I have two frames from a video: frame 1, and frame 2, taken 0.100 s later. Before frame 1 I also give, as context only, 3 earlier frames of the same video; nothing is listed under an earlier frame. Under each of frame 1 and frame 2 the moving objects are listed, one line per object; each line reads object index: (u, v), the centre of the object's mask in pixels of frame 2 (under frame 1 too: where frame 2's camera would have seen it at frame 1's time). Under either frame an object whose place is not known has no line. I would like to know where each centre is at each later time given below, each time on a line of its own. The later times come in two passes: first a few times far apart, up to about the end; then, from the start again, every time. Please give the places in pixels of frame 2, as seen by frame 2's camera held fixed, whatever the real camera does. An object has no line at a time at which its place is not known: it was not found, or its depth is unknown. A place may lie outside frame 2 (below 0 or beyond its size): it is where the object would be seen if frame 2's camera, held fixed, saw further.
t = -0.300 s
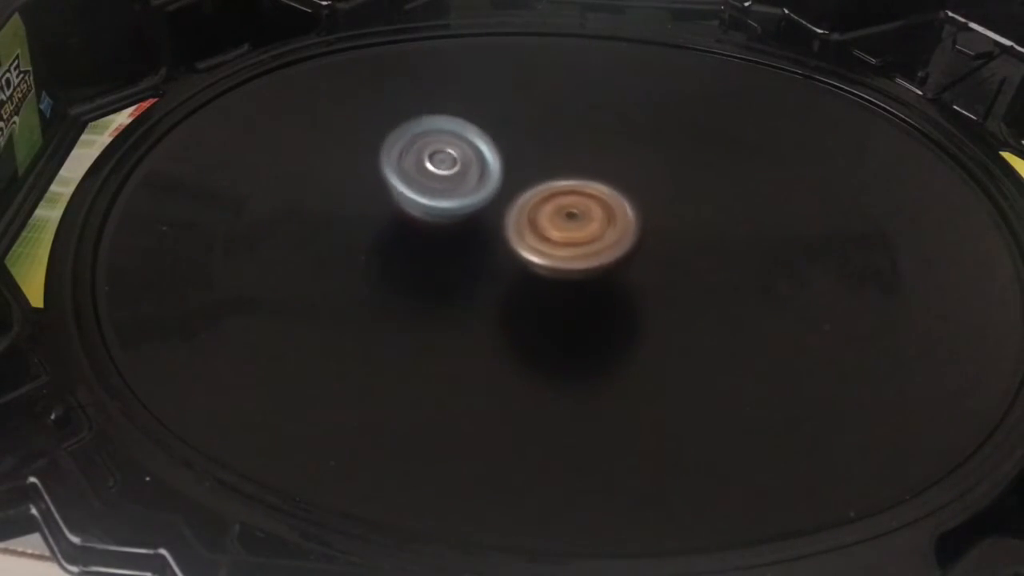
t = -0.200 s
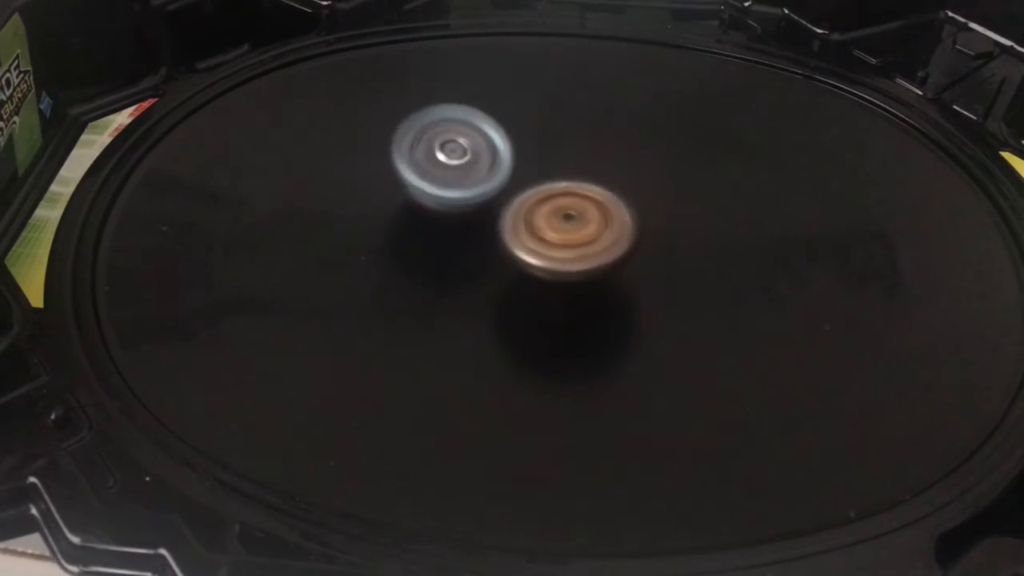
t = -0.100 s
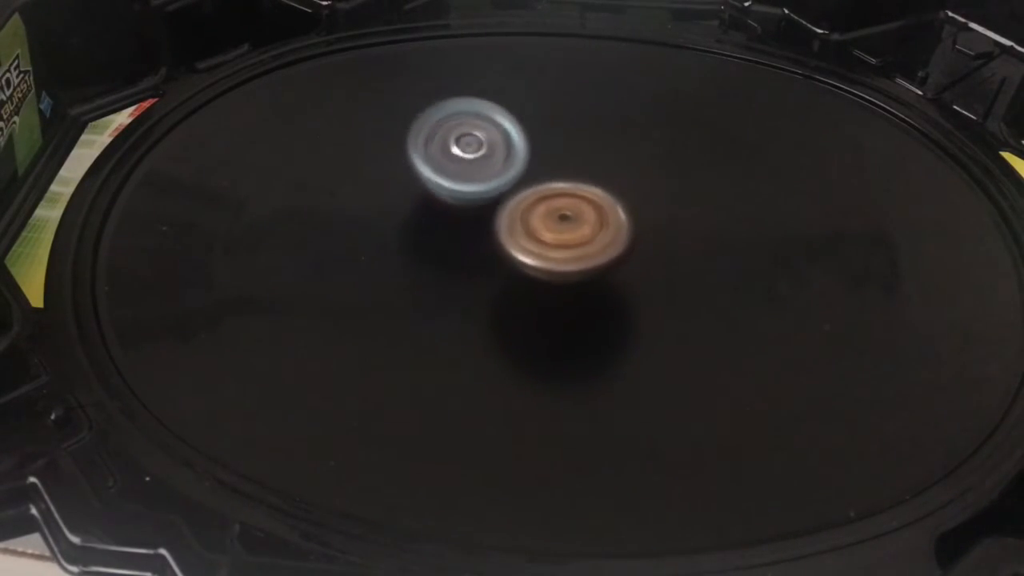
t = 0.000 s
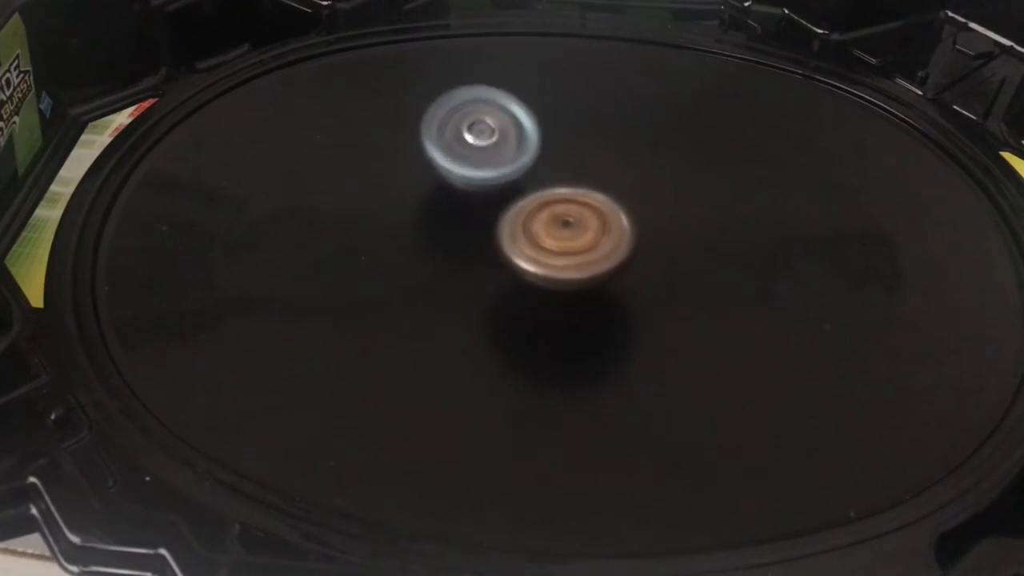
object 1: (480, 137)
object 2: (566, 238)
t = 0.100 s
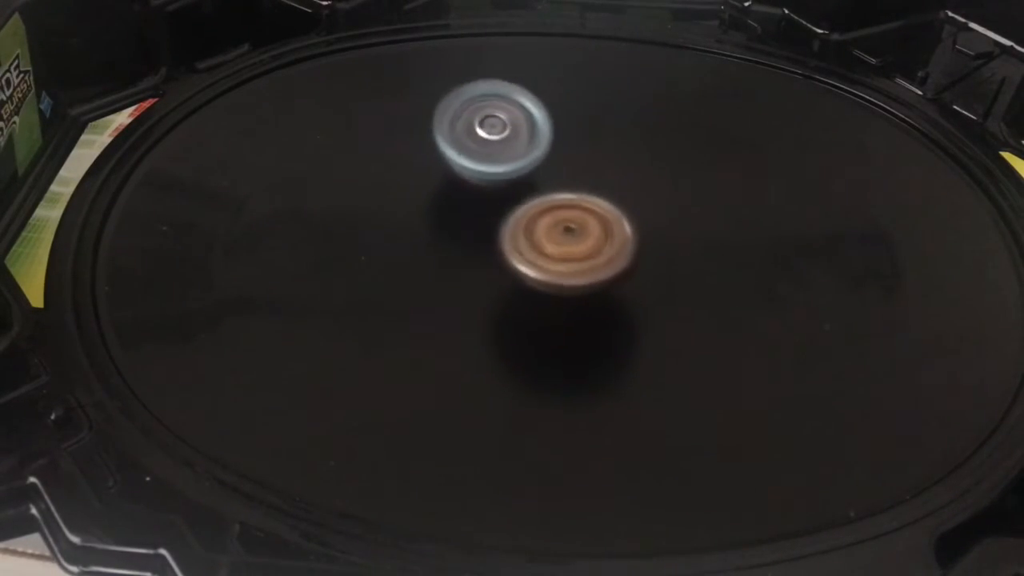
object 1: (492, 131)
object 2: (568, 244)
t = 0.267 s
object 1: (517, 141)
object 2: (564, 245)
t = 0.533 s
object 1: (559, 143)
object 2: (564, 265)
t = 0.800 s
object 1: (618, 157)
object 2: (551, 276)
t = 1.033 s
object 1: (648, 185)
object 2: (546, 266)
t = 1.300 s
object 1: (680, 230)
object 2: (517, 253)
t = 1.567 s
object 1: (674, 275)
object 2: (500, 234)
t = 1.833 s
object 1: (627, 302)
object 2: (503, 217)
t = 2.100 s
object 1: (584, 346)
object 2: (509, 184)
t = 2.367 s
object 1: (558, 330)
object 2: (526, 194)
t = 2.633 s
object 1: (520, 306)
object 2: (553, 204)
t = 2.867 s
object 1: (460, 310)
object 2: (582, 217)
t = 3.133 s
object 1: (456, 272)
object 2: (594, 245)
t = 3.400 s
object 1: (458, 221)
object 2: (592, 269)
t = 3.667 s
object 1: (492, 186)
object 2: (576, 274)
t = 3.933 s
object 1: (523, 145)
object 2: (563, 278)
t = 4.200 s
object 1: (572, 164)
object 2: (545, 268)
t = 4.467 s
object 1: (629, 189)
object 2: (522, 260)
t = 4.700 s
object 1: (666, 230)
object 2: (502, 245)
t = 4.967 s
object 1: (637, 273)
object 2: (504, 225)
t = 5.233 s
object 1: (590, 294)
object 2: (505, 205)
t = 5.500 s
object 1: (556, 294)
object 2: (514, 196)
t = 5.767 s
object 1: (533, 299)
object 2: (533, 192)
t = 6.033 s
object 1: (509, 313)
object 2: (558, 196)
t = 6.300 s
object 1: (491, 299)
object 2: (573, 212)
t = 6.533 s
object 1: (440, 299)
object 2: (596, 212)
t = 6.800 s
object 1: (464, 246)
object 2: (602, 224)
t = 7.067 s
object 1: (473, 228)
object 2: (615, 236)
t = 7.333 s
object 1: (477, 225)
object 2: (623, 248)
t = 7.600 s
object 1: (483, 219)
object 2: (618, 255)
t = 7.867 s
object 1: (480, 206)
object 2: (616, 260)
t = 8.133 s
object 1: (488, 202)
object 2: (617, 259)
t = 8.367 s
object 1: (493, 205)
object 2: (622, 258)
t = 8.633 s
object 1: (480, 214)
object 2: (621, 253)
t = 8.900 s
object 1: (472, 221)
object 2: (619, 246)
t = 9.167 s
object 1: (473, 230)
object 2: (623, 241)
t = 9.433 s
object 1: (477, 238)
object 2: (624, 237)
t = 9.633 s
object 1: (477, 241)
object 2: (623, 236)
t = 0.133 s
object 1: (496, 132)
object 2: (568, 245)
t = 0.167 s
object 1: (501, 133)
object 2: (567, 245)
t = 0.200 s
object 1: (506, 135)
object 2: (566, 245)
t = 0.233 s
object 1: (511, 138)
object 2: (566, 245)
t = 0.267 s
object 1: (517, 141)
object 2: (564, 245)
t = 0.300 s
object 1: (523, 144)
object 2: (564, 245)
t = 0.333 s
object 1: (529, 140)
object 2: (566, 251)
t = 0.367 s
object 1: (534, 137)
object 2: (567, 256)
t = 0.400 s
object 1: (539, 136)
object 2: (567, 259)
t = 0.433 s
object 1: (543, 137)
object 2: (566, 261)
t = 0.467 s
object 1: (549, 138)
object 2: (566, 263)
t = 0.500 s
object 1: (554, 140)
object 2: (565, 264)
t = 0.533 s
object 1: (559, 143)
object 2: (564, 265)
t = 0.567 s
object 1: (564, 147)
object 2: (563, 266)
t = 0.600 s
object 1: (569, 152)
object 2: (562, 265)
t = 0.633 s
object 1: (574, 157)
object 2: (561, 266)
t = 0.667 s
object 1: (579, 162)
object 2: (560, 266)
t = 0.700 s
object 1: (591, 157)
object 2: (557, 272)
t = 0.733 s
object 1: (604, 155)
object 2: (554, 275)
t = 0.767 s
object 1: (612, 155)
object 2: (552, 276)
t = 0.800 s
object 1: (618, 157)
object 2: (551, 276)
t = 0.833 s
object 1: (623, 159)
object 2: (551, 275)
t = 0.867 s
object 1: (628, 163)
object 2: (550, 273)
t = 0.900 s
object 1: (633, 166)
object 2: (550, 272)
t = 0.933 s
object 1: (638, 170)
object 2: (550, 270)
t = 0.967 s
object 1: (642, 174)
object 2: (549, 269)
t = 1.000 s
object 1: (645, 179)
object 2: (548, 267)
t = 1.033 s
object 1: (648, 185)
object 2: (546, 266)
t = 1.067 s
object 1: (651, 191)
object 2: (544, 265)
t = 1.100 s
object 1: (654, 198)
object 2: (542, 263)
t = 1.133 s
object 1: (658, 204)
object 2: (537, 262)
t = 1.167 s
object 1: (667, 207)
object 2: (530, 261)
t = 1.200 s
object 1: (672, 213)
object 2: (525, 259)
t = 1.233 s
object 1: (675, 218)
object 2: (522, 257)
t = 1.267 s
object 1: (678, 224)
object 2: (519, 255)
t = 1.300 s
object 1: (680, 230)
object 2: (517, 253)
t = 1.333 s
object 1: (681, 236)
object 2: (514, 251)
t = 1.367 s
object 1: (682, 241)
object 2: (511, 249)
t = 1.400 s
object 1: (682, 247)
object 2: (509, 247)
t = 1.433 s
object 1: (682, 253)
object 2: (506, 245)
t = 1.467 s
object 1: (681, 259)
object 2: (504, 243)
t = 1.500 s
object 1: (679, 264)
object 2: (502, 240)
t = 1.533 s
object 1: (677, 269)
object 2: (501, 237)
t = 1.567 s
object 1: (674, 275)
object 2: (500, 234)
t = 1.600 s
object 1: (670, 281)
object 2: (499, 232)
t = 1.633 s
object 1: (666, 285)
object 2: (498, 229)
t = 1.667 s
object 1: (660, 288)
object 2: (499, 227)
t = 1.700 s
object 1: (655, 292)
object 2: (498, 224)
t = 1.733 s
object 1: (649, 296)
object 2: (499, 222)
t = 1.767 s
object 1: (641, 298)
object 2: (500, 220)
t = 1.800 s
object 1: (634, 300)
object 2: (501, 218)
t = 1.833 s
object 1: (627, 302)
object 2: (503, 217)
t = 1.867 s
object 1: (618, 302)
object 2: (505, 215)
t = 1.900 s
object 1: (608, 302)
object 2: (506, 214)
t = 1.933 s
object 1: (599, 302)
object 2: (508, 215)
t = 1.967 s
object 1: (590, 301)
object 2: (510, 214)
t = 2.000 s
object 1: (586, 311)
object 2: (510, 206)
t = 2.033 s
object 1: (588, 329)
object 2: (509, 194)
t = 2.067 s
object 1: (586, 341)
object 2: (509, 187)
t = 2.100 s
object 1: (584, 346)
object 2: (509, 184)
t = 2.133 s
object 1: (581, 348)
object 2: (511, 181)
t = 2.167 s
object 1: (579, 349)
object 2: (513, 181)
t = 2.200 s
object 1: (576, 348)
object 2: (515, 181)
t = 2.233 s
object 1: (574, 347)
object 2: (517, 183)
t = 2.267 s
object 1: (571, 344)
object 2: (519, 185)
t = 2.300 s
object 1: (567, 340)
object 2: (521, 188)
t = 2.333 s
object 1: (562, 336)
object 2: (523, 191)
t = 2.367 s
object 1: (558, 330)
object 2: (526, 194)
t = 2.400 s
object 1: (553, 323)
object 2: (528, 197)
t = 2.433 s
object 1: (550, 316)
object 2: (532, 200)
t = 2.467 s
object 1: (546, 309)
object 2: (535, 203)
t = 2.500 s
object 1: (541, 306)
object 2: (539, 203)
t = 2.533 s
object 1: (535, 312)
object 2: (543, 201)
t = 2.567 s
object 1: (529, 313)
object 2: (546, 202)
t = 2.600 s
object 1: (524, 310)
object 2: (550, 203)
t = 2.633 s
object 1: (520, 306)
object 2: (553, 204)
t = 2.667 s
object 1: (513, 303)
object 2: (558, 206)
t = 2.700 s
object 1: (498, 309)
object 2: (565, 205)
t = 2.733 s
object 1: (482, 313)
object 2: (571, 205)
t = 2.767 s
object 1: (472, 315)
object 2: (574, 208)
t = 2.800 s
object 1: (467, 314)
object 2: (577, 211)
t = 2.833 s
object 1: (463, 313)
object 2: (579, 214)
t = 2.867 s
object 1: (460, 310)
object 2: (582, 217)
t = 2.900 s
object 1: (458, 308)
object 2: (585, 220)
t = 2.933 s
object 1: (456, 304)
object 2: (587, 222)
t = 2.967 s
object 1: (454, 300)
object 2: (589, 226)
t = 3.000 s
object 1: (454, 295)
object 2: (591, 229)
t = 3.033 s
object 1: (455, 290)
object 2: (592, 234)
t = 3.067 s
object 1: (456, 284)
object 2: (592, 238)
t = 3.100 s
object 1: (458, 278)
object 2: (592, 241)
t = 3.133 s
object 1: (456, 272)
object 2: (594, 245)
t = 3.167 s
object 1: (453, 265)
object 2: (596, 248)
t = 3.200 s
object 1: (452, 258)
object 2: (596, 252)
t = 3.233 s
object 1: (452, 252)
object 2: (597, 255)
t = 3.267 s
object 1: (453, 246)
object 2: (596, 259)
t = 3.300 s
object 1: (453, 239)
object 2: (595, 262)
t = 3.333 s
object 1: (454, 233)
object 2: (594, 265)
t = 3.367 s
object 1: (456, 227)
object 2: (593, 267)
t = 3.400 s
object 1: (458, 221)
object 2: (592, 269)
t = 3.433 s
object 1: (462, 217)
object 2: (590, 271)
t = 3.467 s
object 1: (465, 211)
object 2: (588, 272)
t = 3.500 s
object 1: (470, 207)
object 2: (587, 273)
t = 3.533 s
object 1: (474, 203)
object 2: (584, 273)
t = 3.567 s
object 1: (479, 199)
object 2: (583, 274)
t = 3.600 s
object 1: (481, 194)
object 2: (581, 275)
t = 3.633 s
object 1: (486, 189)
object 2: (579, 275)
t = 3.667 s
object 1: (492, 186)
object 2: (576, 274)
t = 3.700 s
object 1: (497, 183)
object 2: (573, 274)
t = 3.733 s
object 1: (503, 181)
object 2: (570, 273)
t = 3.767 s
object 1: (506, 168)
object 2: (570, 278)
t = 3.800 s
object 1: (507, 157)
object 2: (570, 281)
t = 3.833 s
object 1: (511, 150)
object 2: (568, 281)
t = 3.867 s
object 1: (515, 146)
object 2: (567, 281)
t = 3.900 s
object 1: (519, 145)
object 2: (565, 280)
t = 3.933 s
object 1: (523, 145)
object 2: (563, 278)
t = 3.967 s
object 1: (528, 146)
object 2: (561, 277)
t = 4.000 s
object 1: (532, 148)
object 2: (560, 276)
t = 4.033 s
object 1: (537, 150)
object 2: (558, 273)
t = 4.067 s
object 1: (542, 154)
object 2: (557, 271)
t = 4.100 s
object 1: (547, 159)
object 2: (556, 269)
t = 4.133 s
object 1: (553, 163)
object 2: (553, 267)
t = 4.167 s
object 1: (563, 163)
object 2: (548, 268)
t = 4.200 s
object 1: (572, 164)
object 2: (545, 268)
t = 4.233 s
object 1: (579, 166)
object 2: (543, 267)
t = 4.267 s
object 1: (589, 167)
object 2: (538, 268)
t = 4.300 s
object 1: (596, 170)
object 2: (535, 267)
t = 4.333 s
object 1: (602, 173)
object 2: (534, 265)
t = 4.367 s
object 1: (608, 177)
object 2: (532, 264)
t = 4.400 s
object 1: (615, 181)
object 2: (528, 262)
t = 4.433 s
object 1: (622, 185)
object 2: (526, 261)
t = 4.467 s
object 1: (629, 189)
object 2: (522, 260)
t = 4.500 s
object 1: (635, 194)
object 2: (520, 258)
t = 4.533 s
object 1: (639, 199)
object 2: (519, 255)
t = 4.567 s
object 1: (645, 206)
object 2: (516, 253)
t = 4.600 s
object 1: (654, 210)
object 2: (509, 252)
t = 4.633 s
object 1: (661, 217)
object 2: (506, 250)
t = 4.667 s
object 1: (665, 223)
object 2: (504, 247)
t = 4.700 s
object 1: (666, 230)
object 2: (502, 245)
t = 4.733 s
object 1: (667, 236)
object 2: (501, 243)
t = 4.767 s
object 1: (666, 243)
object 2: (501, 240)
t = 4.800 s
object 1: (664, 249)
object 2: (500, 238)
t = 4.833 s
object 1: (661, 255)
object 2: (500, 235)
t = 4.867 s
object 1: (656, 261)
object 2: (500, 233)
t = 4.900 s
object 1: (651, 266)
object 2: (501, 230)
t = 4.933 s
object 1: (645, 269)
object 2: (502, 227)
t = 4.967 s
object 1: (637, 273)
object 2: (504, 225)
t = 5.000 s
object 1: (631, 276)
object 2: (504, 222)
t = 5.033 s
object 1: (629, 281)
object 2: (502, 218)
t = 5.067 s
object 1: (621, 285)
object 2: (503, 215)
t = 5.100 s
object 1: (614, 287)
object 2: (504, 214)
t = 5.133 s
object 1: (606, 288)
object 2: (504, 212)
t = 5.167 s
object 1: (603, 292)
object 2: (503, 208)
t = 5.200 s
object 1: (597, 294)
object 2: (504, 207)
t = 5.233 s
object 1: (590, 294)
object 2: (505, 205)
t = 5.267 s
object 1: (583, 293)
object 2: (505, 205)
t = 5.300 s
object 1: (579, 296)
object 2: (505, 201)
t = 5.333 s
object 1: (577, 298)
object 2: (507, 201)
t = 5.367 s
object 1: (573, 298)
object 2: (508, 200)
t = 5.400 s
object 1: (567, 295)
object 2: (509, 199)
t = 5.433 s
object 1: (563, 294)
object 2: (510, 197)
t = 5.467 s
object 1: (560, 295)
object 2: (512, 196)
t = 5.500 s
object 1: (556, 294)
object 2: (514, 196)
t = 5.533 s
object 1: (552, 296)
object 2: (516, 194)
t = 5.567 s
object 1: (547, 300)
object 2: (519, 191)
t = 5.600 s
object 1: (546, 299)
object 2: (521, 191)
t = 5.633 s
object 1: (543, 299)
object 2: (522, 191)
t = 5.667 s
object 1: (540, 298)
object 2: (525, 191)
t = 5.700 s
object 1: (540, 296)
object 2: (527, 192)
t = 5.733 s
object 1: (538, 295)
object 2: (529, 193)
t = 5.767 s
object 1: (533, 299)
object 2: (533, 192)
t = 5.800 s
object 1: (530, 301)
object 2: (537, 191)
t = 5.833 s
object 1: (530, 300)
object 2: (539, 193)
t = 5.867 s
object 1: (529, 299)
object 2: (540, 194)
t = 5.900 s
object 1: (530, 299)
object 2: (542, 196)
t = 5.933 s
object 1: (525, 301)
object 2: (545, 196)
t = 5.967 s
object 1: (517, 310)
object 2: (551, 194)
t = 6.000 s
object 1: (510, 314)
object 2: (555, 194)
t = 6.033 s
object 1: (509, 313)
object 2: (558, 196)
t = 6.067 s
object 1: (508, 312)
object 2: (560, 199)
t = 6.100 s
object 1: (508, 311)
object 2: (561, 201)
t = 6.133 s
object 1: (507, 309)
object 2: (562, 203)
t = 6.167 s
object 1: (506, 307)
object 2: (563, 207)
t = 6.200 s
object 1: (507, 305)
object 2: (564, 209)
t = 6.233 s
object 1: (504, 301)
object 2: (565, 210)
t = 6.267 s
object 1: (498, 300)
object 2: (568, 211)
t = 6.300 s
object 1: (491, 299)
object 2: (573, 212)
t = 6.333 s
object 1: (469, 310)
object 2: (586, 207)
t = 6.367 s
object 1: (452, 313)
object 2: (594, 205)
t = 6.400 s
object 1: (444, 312)
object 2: (598, 205)
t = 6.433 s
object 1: (442, 310)
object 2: (598, 207)
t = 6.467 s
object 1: (440, 307)
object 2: (597, 208)
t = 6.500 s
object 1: (440, 304)
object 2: (596, 209)
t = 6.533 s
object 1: (440, 299)
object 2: (596, 212)
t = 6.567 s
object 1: (442, 294)
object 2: (594, 214)
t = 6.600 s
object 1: (446, 287)
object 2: (593, 216)
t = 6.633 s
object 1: (449, 280)
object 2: (592, 218)
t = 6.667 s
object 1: (456, 273)
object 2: (591, 219)
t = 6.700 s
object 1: (462, 265)
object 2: (591, 221)
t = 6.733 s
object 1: (459, 255)
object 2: (596, 222)
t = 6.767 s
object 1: (458, 250)
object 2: (601, 223)
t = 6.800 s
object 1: (464, 246)
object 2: (602, 224)
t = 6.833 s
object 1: (459, 242)
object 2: (606, 225)
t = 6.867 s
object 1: (459, 238)
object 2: (610, 227)
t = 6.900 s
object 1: (462, 236)
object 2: (611, 228)
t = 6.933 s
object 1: (467, 235)
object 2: (610, 230)
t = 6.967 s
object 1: (468, 234)
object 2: (611, 231)
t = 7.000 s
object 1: (471, 230)
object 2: (613, 232)
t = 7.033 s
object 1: (471, 231)
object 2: (614, 234)
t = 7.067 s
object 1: (473, 228)
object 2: (615, 236)
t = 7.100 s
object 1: (475, 227)
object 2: (616, 237)
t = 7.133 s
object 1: (477, 226)
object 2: (617, 238)
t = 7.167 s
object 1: (477, 227)
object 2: (619, 240)
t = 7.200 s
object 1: (479, 226)
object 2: (619, 241)
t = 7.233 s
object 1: (476, 226)
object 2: (624, 243)
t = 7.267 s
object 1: (474, 223)
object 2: (625, 246)
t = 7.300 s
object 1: (479, 225)
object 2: (623, 247)
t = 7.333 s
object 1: (477, 225)
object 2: (623, 248)
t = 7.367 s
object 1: (477, 225)
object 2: (623, 248)
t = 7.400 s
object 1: (475, 223)
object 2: (622, 249)
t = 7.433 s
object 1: (478, 221)
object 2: (622, 250)
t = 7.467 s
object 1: (481, 223)
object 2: (621, 250)
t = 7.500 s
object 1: (481, 224)
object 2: (619, 251)
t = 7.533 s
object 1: (475, 221)
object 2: (621, 253)
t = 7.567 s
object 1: (477, 218)
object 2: (620, 254)
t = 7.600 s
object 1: (483, 219)
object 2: (618, 255)
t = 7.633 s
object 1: (480, 219)
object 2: (619, 255)
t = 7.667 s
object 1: (481, 217)
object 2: (617, 256)
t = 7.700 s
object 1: (482, 217)
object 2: (616, 255)
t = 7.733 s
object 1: (478, 214)
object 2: (618, 257)
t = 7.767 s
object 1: (481, 212)
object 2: (616, 258)
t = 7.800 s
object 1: (483, 212)
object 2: (615, 257)
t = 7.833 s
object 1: (480, 208)
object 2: (617, 259)
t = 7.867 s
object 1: (480, 206)
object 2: (616, 260)
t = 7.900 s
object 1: (485, 206)
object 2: (615, 259)
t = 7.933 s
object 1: (487, 208)
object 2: (614, 258)
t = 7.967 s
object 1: (486, 207)
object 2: (614, 258)
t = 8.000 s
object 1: (488, 205)
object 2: (613, 258)
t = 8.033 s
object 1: (488, 204)
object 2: (615, 258)
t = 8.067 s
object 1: (489, 204)
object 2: (615, 258)
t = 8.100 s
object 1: (490, 204)
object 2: (616, 258)
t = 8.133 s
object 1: (488, 202)
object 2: (617, 259)
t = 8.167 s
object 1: (490, 201)
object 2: (617, 259)
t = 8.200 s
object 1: (495, 204)
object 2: (617, 258)
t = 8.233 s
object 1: (491, 204)
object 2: (620, 259)
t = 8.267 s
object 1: (489, 202)
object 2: (620, 260)
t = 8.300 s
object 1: (491, 202)
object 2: (621, 259)
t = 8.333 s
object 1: (493, 203)
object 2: (621, 258)
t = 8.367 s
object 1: (493, 205)
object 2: (622, 258)
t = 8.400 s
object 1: (490, 207)
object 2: (622, 257)
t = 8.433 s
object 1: (484, 207)
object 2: (622, 257)
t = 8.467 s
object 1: (484, 207)
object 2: (622, 257)
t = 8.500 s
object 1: (484, 207)
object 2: (622, 256)
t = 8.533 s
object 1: (484, 209)
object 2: (621, 255)
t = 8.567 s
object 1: (485, 211)
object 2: (621, 254)
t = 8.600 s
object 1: (483, 214)
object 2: (621, 254)
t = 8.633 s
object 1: (480, 214)
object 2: (621, 253)
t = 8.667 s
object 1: (479, 217)
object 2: (621, 252)
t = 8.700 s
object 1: (476, 217)
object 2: (620, 252)
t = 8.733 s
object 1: (479, 217)
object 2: (620, 251)
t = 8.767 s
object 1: (479, 220)
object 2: (620, 250)
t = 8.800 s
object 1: (479, 220)
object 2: (619, 249)
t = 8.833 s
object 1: (478, 222)
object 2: (620, 248)
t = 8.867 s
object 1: (475, 222)
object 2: (619, 247)
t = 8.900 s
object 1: (472, 221)
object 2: (619, 246)
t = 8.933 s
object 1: (474, 222)
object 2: (620, 245)
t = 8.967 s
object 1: (475, 222)
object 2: (620, 245)
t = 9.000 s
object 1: (475, 223)
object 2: (621, 244)
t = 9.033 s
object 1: (475, 225)
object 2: (621, 243)
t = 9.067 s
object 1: (474, 225)
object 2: (621, 243)
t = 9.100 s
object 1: (473, 226)
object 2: (622, 242)
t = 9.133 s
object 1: (474, 228)
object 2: (622, 241)
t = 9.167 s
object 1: (473, 230)
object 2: (623, 241)
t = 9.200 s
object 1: (474, 230)
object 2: (623, 240)
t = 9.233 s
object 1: (474, 233)
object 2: (623, 239)
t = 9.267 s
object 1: (473, 234)
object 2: (625, 239)
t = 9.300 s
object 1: (474, 235)
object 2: (624, 239)
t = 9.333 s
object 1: (474, 235)
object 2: (624, 238)
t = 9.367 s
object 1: (475, 236)
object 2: (625, 238)
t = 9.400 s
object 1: (477, 237)
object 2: (624, 237)
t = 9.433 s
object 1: (477, 238)
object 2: (624, 237)
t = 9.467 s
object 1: (475, 239)
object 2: (623, 237)
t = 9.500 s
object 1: (476, 240)
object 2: (623, 237)
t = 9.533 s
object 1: (476, 239)
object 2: (623, 236)
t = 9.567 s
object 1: (476, 240)
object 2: (622, 236)
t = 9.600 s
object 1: (480, 241)
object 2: (623, 236)
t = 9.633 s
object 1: (477, 241)
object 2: (623, 236)
